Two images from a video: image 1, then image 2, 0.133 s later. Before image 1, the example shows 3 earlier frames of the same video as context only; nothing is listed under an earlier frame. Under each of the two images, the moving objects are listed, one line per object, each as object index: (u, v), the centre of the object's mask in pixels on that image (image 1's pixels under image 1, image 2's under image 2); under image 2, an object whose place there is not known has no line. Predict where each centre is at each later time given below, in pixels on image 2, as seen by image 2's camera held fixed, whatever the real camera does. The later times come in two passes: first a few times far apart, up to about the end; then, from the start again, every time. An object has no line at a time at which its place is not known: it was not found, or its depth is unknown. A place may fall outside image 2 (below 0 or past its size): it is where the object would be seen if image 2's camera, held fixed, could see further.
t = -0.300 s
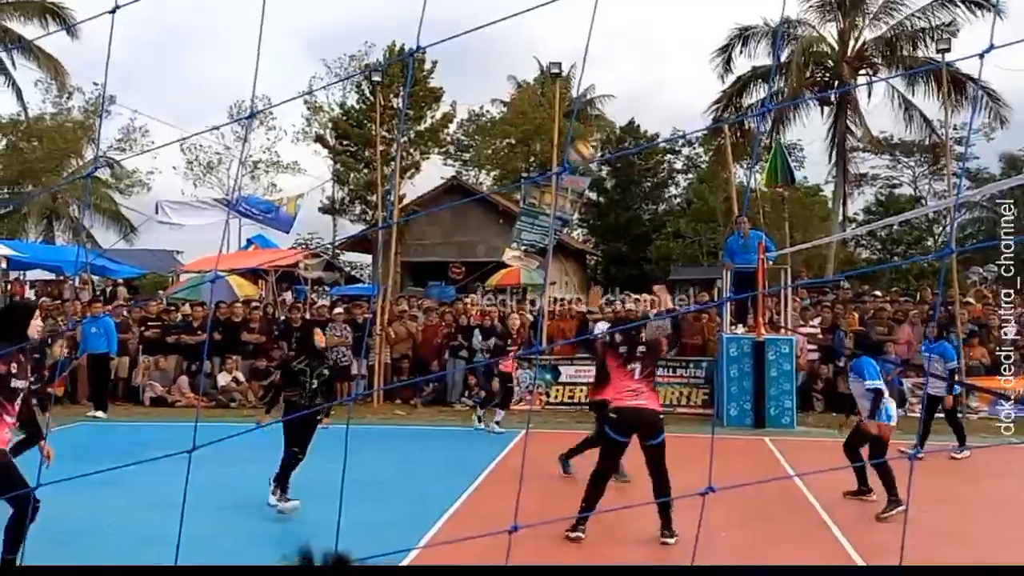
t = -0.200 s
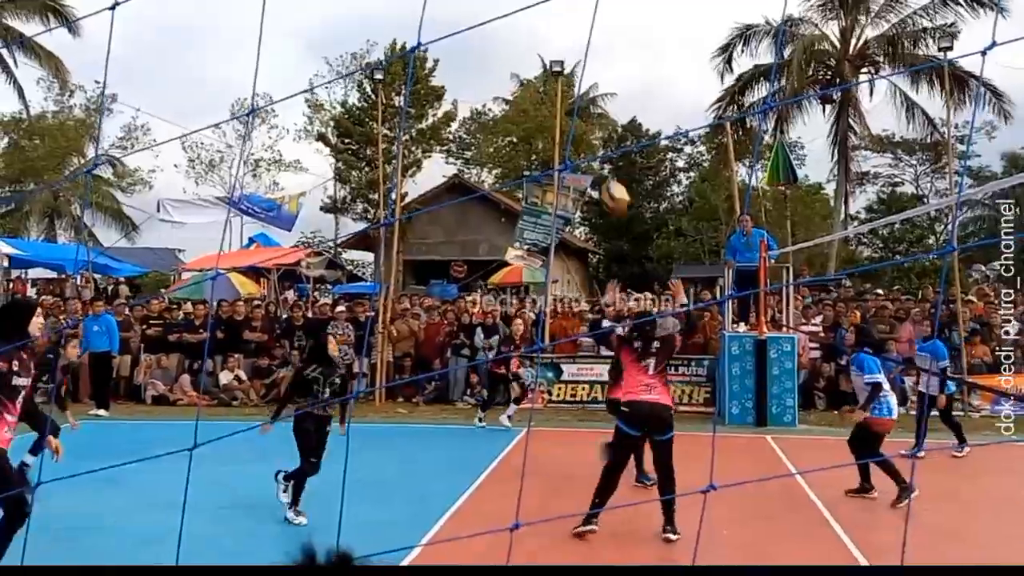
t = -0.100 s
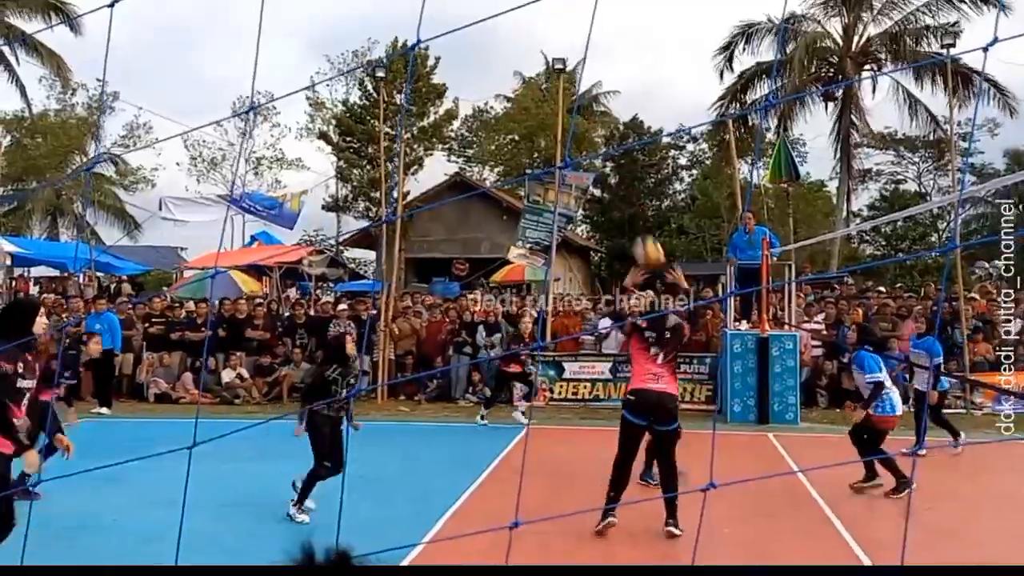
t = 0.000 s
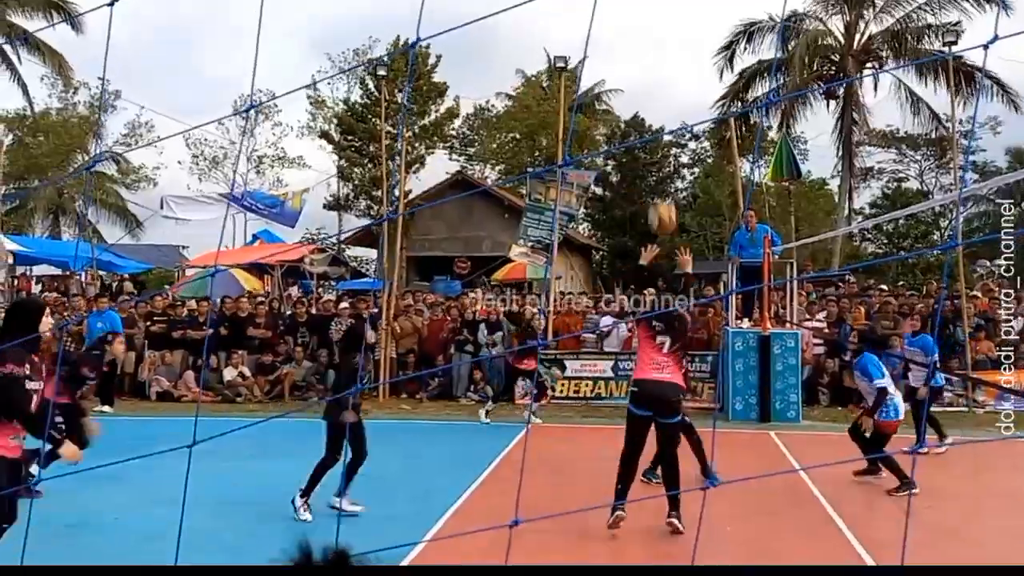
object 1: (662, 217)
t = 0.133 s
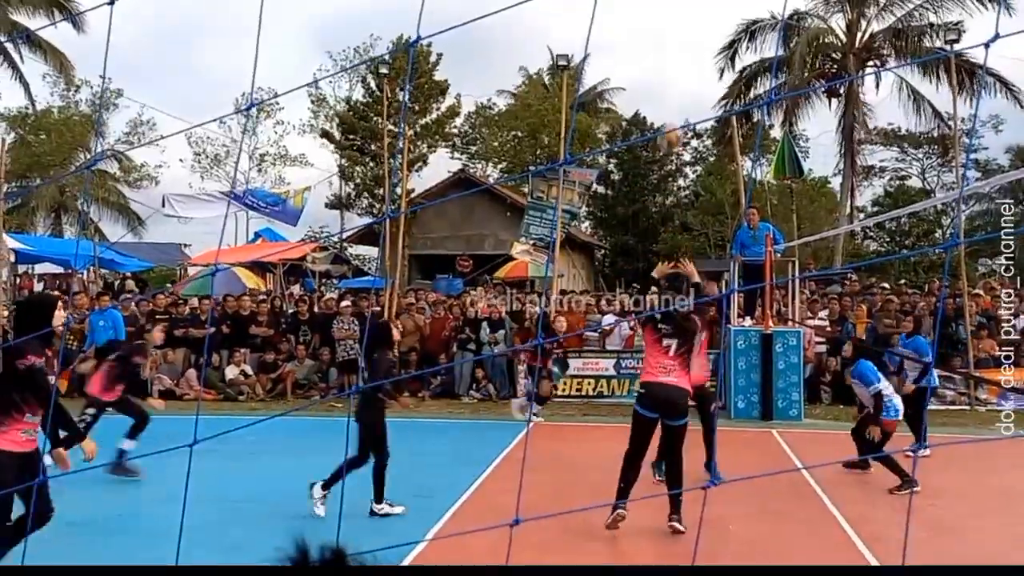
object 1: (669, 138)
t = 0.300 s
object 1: (677, 80)
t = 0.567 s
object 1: (687, 59)
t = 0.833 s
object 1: (696, 105)
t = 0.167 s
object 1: (670, 120)
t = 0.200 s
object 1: (672, 109)
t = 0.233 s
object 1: (673, 98)
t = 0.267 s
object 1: (675, 88)
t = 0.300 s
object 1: (677, 80)
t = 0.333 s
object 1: (678, 72)
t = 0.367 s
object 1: (679, 67)
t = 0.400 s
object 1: (681, 63)
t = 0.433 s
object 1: (682, 60)
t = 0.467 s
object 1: (683, 58)
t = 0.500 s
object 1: (685, 57)
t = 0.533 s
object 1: (686, 57)
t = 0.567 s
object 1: (687, 59)
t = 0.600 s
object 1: (689, 61)
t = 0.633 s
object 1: (690, 65)
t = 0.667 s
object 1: (691, 69)
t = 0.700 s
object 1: (692, 75)
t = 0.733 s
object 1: (693, 81)
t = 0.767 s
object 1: (694, 88)
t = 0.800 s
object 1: (696, 96)
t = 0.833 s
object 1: (696, 105)
